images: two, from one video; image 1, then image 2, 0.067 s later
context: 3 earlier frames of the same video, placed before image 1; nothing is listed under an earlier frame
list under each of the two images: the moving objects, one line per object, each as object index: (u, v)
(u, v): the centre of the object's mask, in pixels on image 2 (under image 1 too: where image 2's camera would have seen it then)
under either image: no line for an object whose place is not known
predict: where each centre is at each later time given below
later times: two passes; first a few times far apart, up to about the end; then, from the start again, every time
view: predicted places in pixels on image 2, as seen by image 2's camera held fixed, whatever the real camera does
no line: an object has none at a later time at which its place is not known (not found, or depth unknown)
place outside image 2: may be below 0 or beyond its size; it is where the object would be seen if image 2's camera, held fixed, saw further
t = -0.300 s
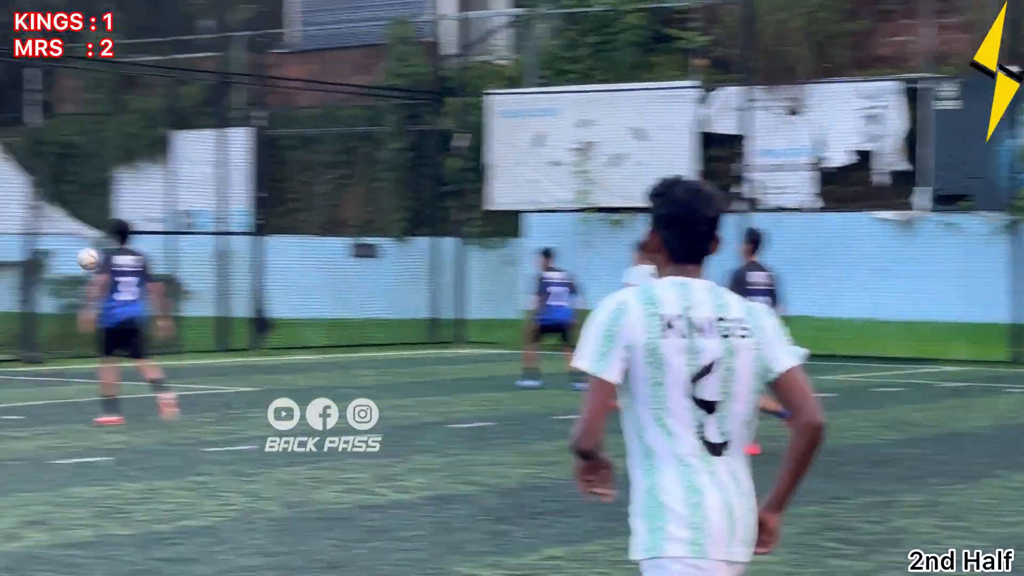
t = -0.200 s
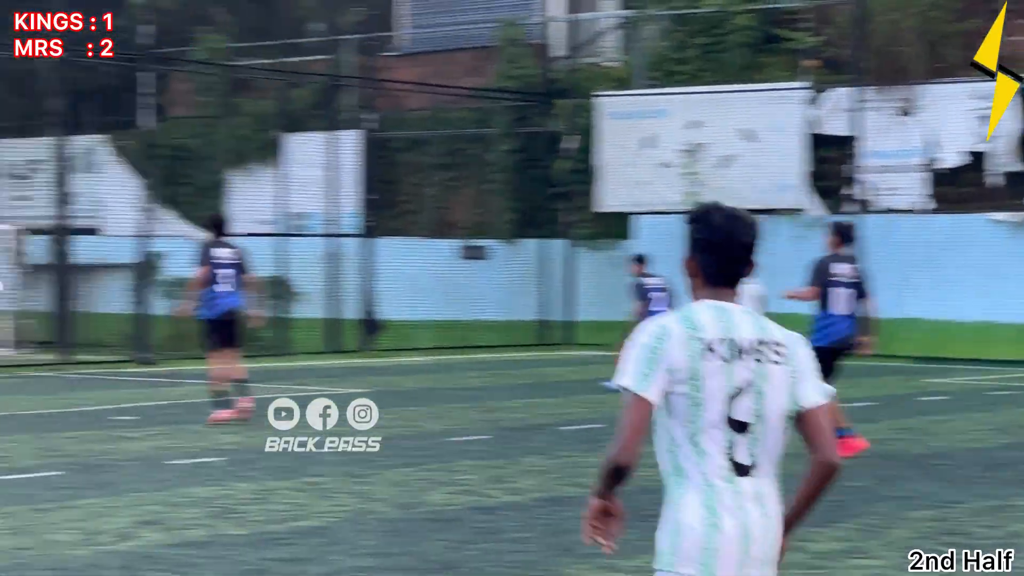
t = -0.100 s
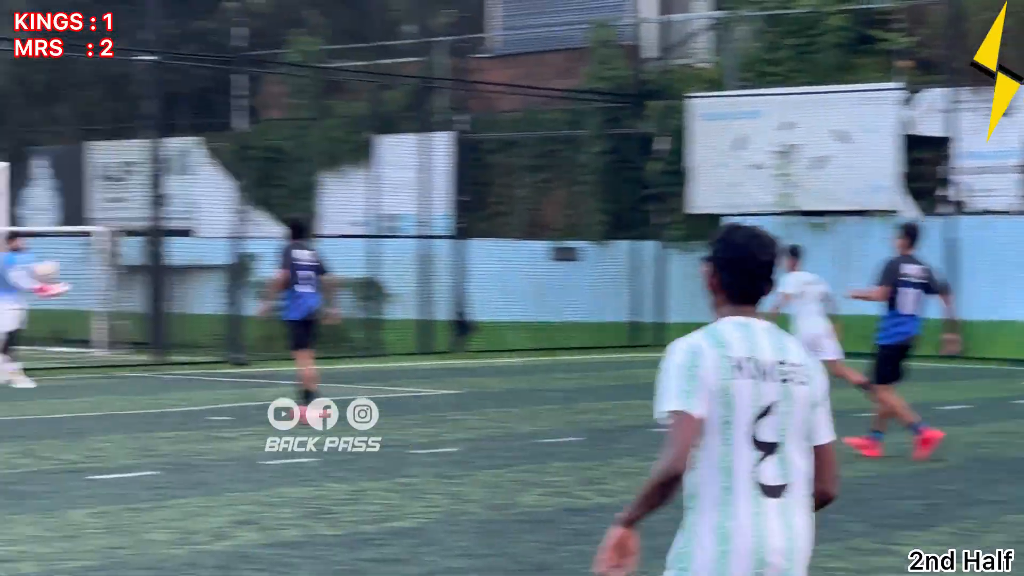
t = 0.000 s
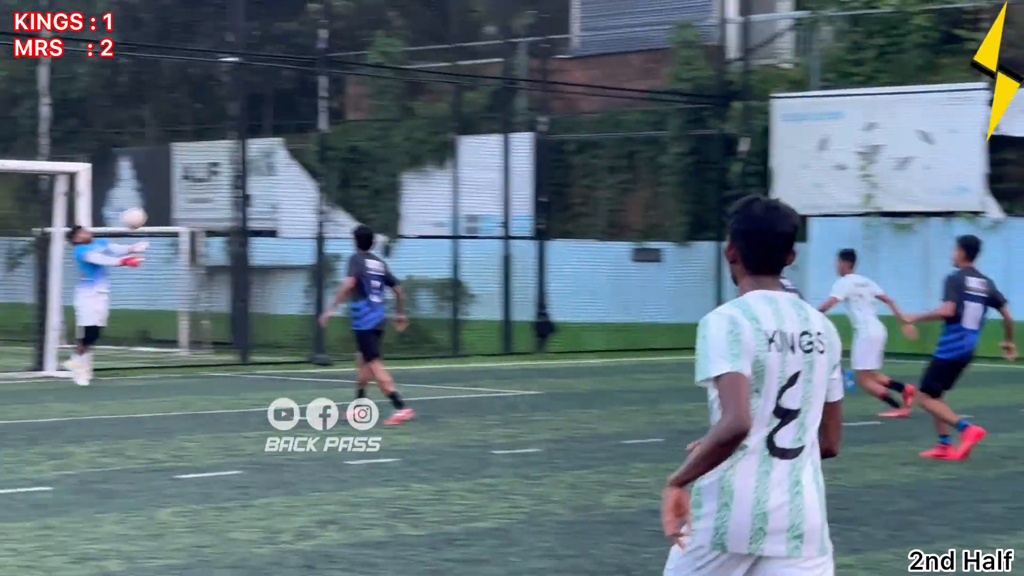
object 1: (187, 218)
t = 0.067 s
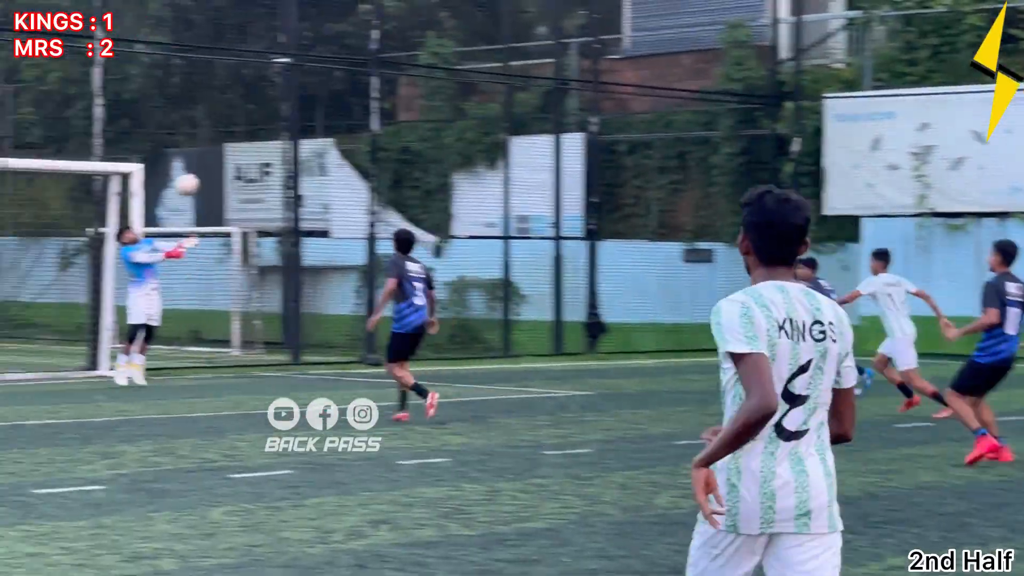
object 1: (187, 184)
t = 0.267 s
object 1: (188, 105)
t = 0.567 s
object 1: (192, 55)
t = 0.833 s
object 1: (198, 88)
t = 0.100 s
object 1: (187, 168)
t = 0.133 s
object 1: (186, 154)
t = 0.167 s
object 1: (187, 140)
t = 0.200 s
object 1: (187, 127)
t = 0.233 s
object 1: (187, 115)
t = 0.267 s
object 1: (188, 105)
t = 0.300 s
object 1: (188, 95)
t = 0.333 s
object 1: (188, 86)
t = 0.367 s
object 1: (189, 78)
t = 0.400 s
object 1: (189, 72)
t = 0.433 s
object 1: (190, 66)
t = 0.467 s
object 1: (190, 62)
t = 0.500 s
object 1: (191, 59)
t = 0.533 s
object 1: (192, 56)
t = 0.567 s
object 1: (192, 55)
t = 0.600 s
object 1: (193, 55)
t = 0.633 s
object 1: (194, 56)
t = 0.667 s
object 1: (194, 58)
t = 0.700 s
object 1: (195, 62)
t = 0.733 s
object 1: (196, 67)
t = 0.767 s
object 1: (196, 73)
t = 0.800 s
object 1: (197, 80)
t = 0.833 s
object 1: (198, 88)
